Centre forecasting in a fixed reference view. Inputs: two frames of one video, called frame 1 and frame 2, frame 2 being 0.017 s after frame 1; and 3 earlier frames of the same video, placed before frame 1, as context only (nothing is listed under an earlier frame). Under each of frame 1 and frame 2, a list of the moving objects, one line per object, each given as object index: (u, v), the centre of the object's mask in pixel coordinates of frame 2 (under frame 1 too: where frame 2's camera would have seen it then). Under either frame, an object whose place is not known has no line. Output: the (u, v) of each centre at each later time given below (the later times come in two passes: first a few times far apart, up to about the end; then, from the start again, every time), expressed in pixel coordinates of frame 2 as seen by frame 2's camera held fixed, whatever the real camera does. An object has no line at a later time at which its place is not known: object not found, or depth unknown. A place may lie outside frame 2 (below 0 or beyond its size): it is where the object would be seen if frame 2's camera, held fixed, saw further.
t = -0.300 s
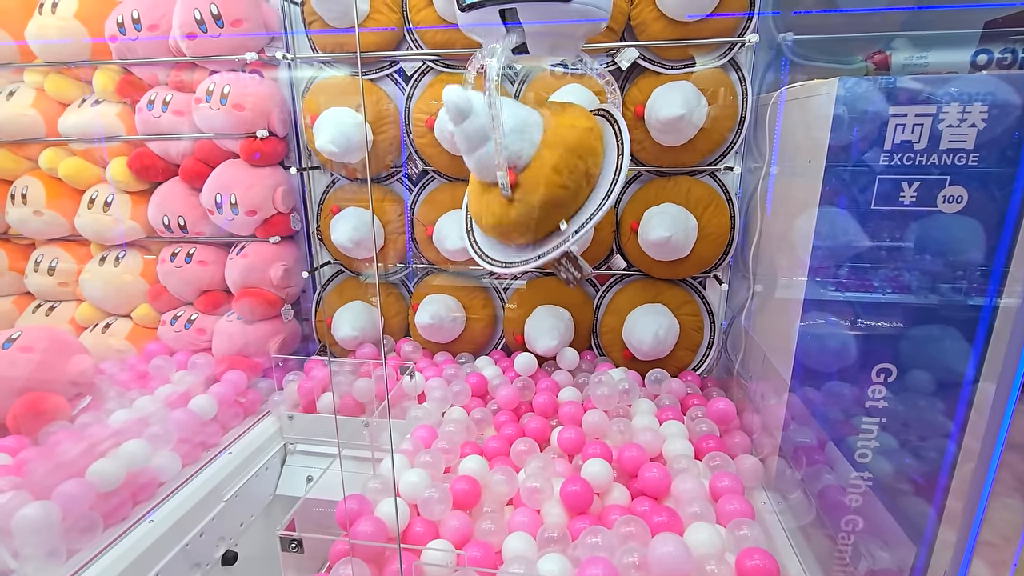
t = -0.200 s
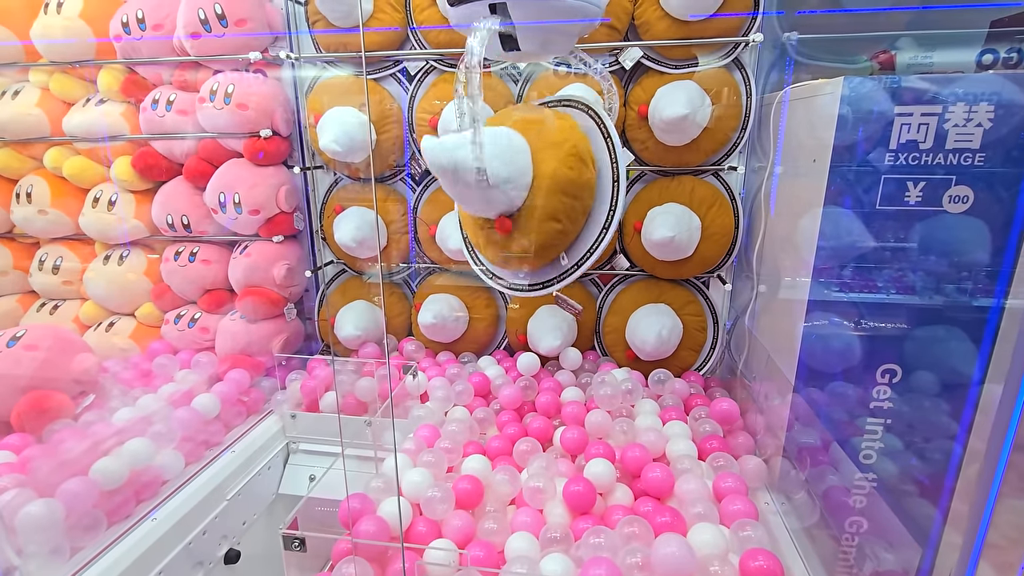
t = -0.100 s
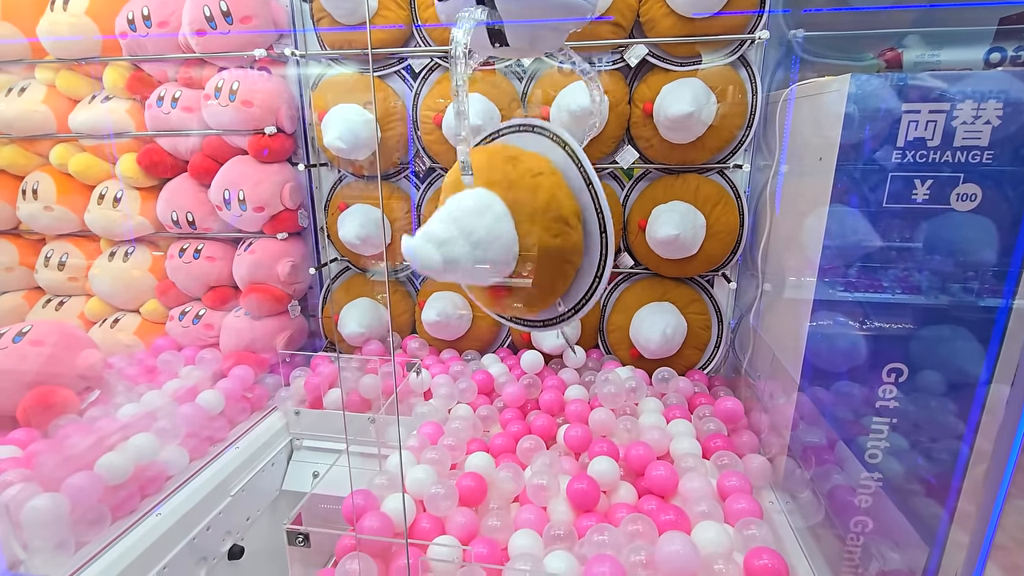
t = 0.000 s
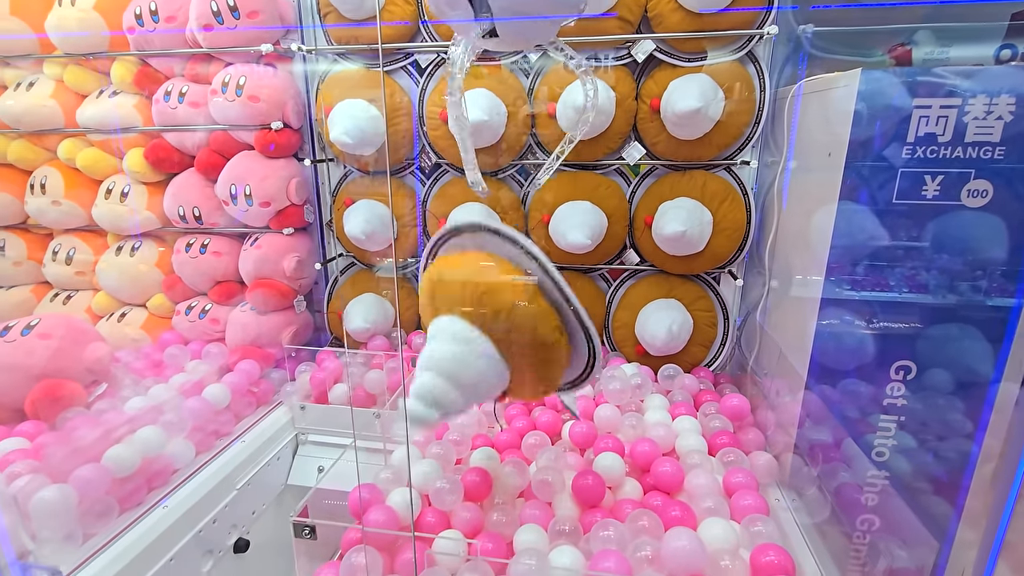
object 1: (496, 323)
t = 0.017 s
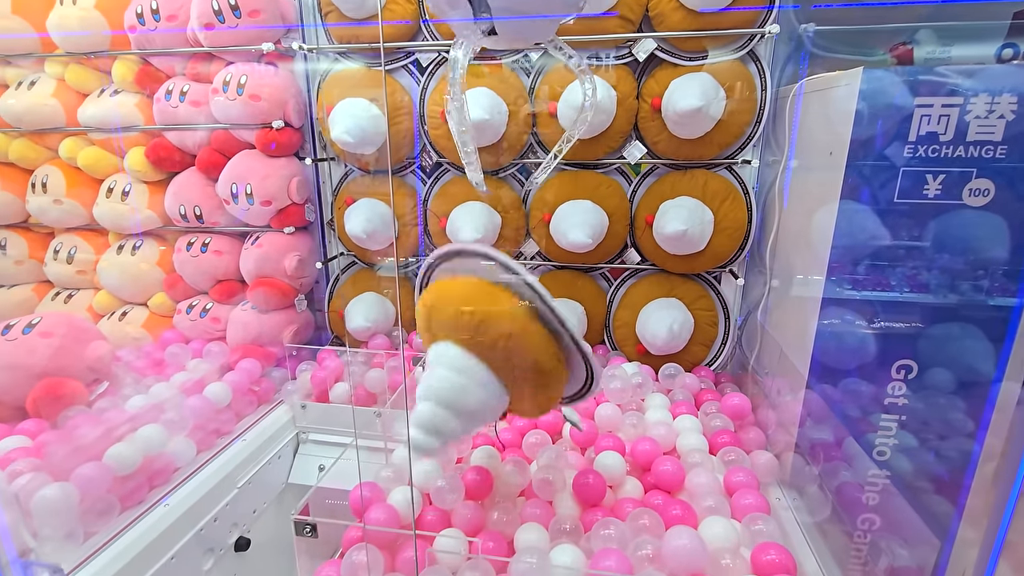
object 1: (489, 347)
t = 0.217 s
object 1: (470, 472)
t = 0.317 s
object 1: (475, 483)
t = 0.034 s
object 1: (483, 373)
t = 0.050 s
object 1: (478, 403)
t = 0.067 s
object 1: (473, 432)
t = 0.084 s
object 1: (470, 462)
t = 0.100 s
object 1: (476, 480)
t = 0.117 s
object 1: (477, 482)
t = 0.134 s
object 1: (476, 484)
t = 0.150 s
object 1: (473, 482)
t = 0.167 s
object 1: (472, 479)
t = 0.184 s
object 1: (470, 474)
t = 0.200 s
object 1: (470, 473)
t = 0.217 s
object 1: (470, 472)
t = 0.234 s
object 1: (470, 472)
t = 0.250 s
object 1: (470, 472)
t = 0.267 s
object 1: (470, 474)
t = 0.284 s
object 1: (471, 478)
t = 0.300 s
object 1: (473, 481)
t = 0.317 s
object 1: (475, 483)
